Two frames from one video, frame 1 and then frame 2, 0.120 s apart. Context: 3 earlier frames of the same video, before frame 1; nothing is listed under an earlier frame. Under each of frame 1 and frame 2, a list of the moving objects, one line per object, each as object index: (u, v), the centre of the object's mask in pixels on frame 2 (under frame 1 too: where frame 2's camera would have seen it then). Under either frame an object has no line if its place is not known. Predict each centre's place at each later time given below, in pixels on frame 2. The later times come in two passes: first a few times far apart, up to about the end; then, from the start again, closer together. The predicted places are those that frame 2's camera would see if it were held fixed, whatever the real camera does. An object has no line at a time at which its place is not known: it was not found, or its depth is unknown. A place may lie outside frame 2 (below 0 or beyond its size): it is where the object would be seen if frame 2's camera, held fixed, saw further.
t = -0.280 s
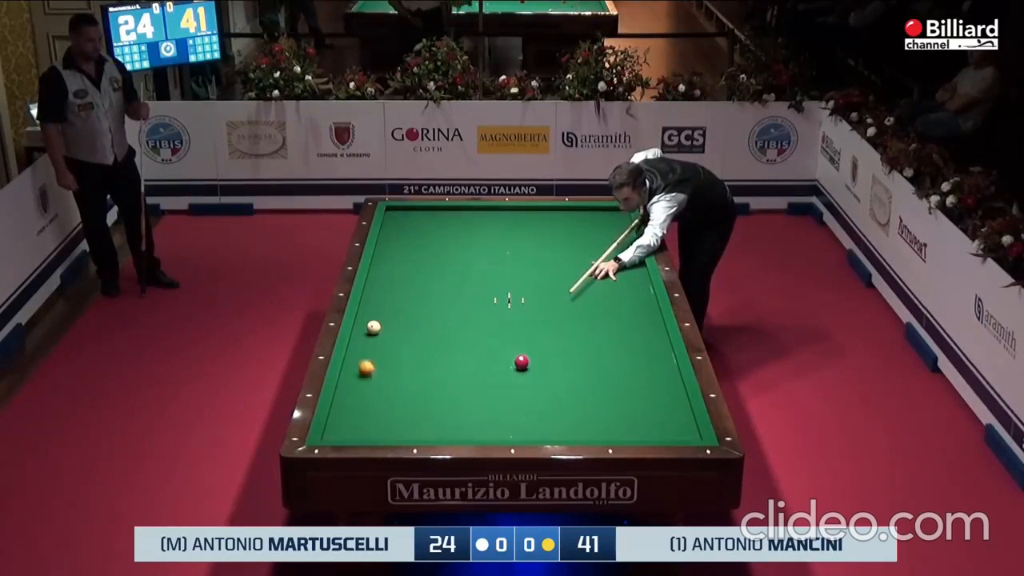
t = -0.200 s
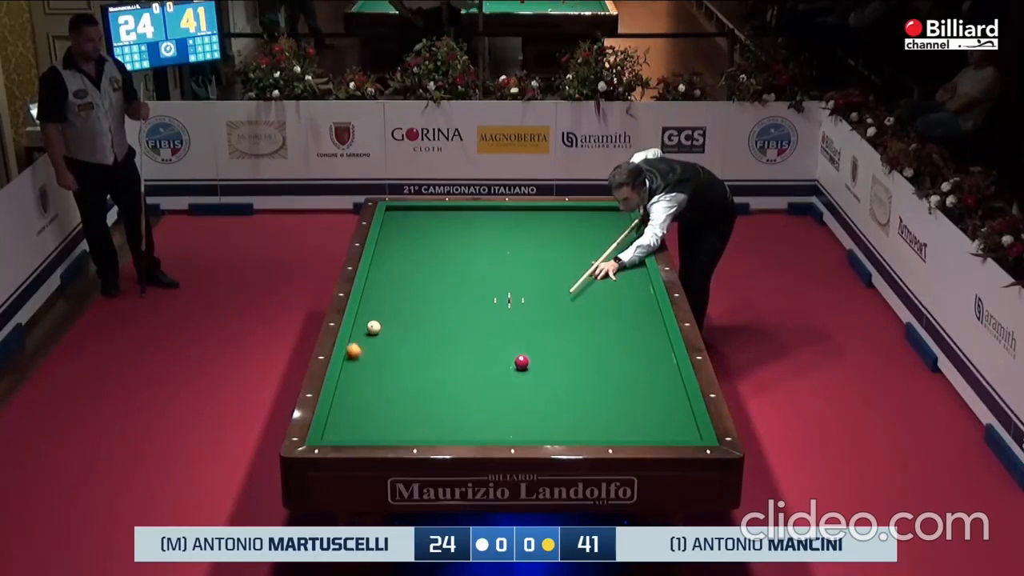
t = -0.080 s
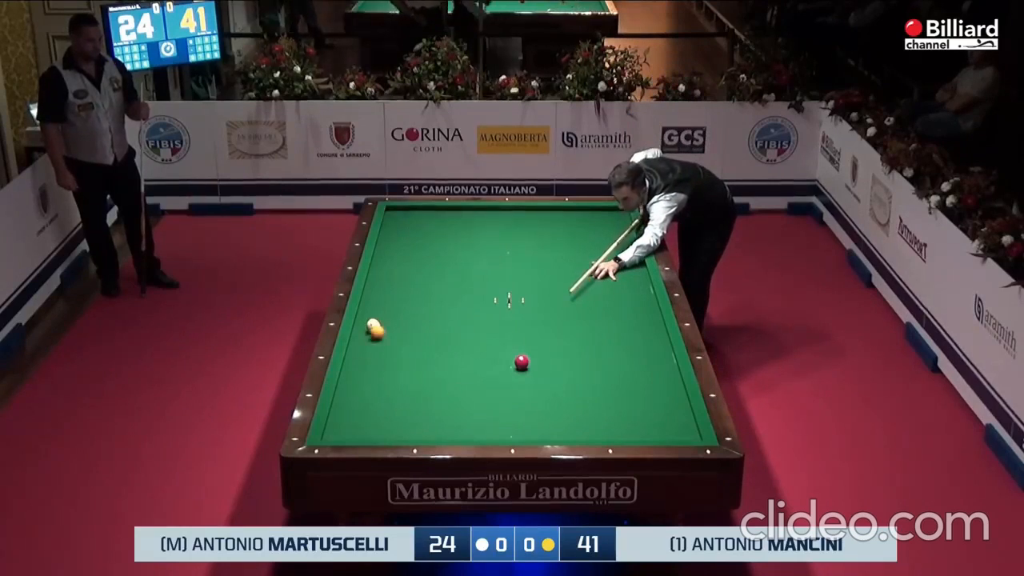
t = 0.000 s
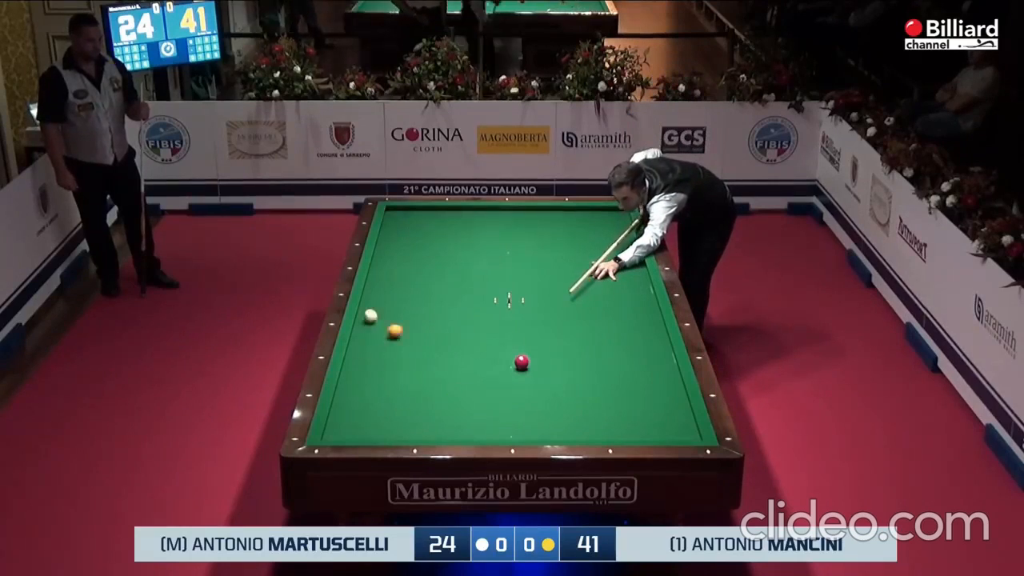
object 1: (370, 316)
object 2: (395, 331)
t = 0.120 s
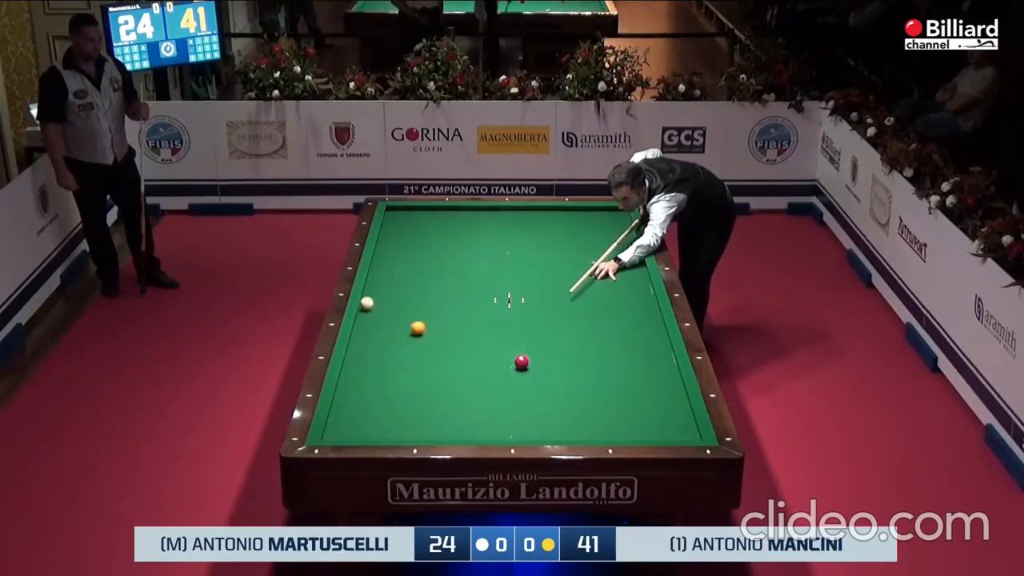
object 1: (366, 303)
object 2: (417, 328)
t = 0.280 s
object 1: (372, 291)
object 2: (443, 323)
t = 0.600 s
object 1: (385, 269)
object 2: (493, 314)
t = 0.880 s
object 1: (395, 253)
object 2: (535, 307)
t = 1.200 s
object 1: (406, 235)
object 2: (580, 299)
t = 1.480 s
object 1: (414, 221)
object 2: (617, 292)
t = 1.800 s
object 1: (423, 208)
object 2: (639, 287)
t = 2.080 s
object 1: (425, 216)
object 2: (620, 285)
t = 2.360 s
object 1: (427, 223)
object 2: (603, 282)
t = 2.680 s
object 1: (428, 232)
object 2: (584, 280)
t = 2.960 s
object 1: (430, 239)
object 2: (569, 278)
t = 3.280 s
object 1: (432, 247)
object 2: (553, 276)
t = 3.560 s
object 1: (434, 255)
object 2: (539, 275)
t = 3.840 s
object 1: (436, 262)
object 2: (526, 273)
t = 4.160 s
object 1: (438, 270)
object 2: (512, 271)
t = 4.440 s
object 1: (440, 278)
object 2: (500, 270)
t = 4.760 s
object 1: (442, 286)
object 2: (488, 268)
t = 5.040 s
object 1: (443, 293)
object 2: (478, 267)
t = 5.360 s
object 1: (446, 301)
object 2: (468, 266)
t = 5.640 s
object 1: (447, 308)
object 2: (459, 265)
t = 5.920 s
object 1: (449, 315)
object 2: (451, 263)
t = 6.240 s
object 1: (451, 323)
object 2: (443, 262)
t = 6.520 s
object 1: (453, 329)
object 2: (436, 262)
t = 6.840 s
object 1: (456, 337)
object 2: (430, 261)
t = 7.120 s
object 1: (458, 343)
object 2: (425, 260)
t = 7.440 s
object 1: (460, 350)
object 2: (420, 259)
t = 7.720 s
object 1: (462, 356)
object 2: (416, 259)
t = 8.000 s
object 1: (464, 361)
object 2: (414, 258)
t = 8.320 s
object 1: (466, 367)
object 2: (411, 258)
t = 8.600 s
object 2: (409, 258)
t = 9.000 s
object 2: (406, 257)
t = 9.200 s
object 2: (408, 258)
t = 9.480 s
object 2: (408, 258)
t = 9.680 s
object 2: (408, 258)
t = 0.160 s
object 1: (366, 300)
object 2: (424, 327)
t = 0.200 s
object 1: (368, 297)
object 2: (430, 326)
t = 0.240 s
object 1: (371, 294)
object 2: (437, 325)
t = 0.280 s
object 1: (372, 291)
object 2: (443, 323)
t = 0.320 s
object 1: (374, 288)
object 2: (450, 322)
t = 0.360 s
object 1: (375, 286)
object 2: (456, 321)
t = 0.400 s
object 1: (377, 283)
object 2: (462, 320)
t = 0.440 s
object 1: (379, 280)
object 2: (469, 319)
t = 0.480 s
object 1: (380, 277)
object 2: (475, 317)
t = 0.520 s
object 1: (382, 275)
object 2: (481, 316)
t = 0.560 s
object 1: (384, 272)
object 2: (487, 315)
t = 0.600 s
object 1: (385, 269)
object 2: (493, 314)
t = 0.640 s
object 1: (387, 267)
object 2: (499, 313)
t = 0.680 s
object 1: (388, 265)
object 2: (505, 312)
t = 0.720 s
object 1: (390, 262)
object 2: (511, 311)
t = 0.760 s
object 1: (391, 260)
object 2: (518, 310)
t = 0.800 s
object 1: (393, 257)
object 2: (523, 309)
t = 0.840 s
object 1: (394, 255)
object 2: (529, 308)
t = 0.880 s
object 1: (395, 253)
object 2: (535, 307)
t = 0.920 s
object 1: (397, 250)
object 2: (541, 306)
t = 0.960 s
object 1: (398, 248)
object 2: (546, 305)
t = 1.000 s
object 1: (400, 246)
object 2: (552, 304)
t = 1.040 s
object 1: (401, 244)
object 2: (558, 303)
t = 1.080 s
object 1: (402, 242)
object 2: (563, 302)
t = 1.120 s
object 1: (404, 239)
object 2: (569, 301)
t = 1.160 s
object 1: (405, 237)
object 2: (575, 300)
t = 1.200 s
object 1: (406, 235)
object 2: (580, 299)
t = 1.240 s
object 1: (407, 233)
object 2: (585, 298)
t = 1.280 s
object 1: (408, 231)
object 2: (591, 297)
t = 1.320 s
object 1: (410, 229)
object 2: (597, 296)
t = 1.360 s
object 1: (411, 227)
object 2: (602, 295)
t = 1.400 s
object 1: (412, 225)
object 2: (607, 294)
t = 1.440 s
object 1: (413, 223)
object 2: (612, 293)
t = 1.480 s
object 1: (414, 221)
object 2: (617, 292)
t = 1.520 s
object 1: (416, 219)
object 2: (623, 291)
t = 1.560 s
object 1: (417, 218)
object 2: (628, 291)
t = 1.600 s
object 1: (418, 216)
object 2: (633, 290)
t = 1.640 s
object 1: (419, 214)
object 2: (638, 289)
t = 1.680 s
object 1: (420, 212)
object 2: (643, 288)
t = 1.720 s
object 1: (421, 210)
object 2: (647, 287)
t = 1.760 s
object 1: (422, 208)
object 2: (643, 287)
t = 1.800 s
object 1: (423, 208)
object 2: (639, 287)
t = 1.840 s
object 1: (423, 209)
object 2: (635, 286)
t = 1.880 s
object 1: (423, 211)
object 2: (632, 286)
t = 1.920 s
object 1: (423, 212)
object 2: (630, 286)
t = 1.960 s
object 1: (424, 213)
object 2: (627, 285)
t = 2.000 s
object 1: (424, 214)
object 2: (625, 285)
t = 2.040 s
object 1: (424, 215)
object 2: (622, 285)
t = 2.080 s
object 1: (425, 216)
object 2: (620, 285)
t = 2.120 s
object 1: (425, 217)
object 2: (618, 284)
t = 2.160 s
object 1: (425, 218)
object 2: (615, 284)
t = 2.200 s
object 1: (426, 219)
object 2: (612, 284)
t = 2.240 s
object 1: (426, 220)
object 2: (610, 283)
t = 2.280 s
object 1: (426, 221)
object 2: (608, 283)
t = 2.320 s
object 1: (426, 222)
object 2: (605, 283)
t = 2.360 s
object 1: (427, 223)
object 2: (603, 282)
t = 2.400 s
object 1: (427, 224)
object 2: (601, 282)
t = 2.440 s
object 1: (427, 225)
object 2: (598, 282)
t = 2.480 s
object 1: (427, 226)
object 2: (596, 281)
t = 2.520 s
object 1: (428, 227)
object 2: (594, 281)
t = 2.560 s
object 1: (428, 228)
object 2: (591, 281)
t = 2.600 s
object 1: (428, 230)
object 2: (589, 281)
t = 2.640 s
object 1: (428, 231)
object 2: (587, 280)
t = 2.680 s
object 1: (428, 232)
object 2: (584, 280)
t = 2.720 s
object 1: (429, 233)
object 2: (582, 280)
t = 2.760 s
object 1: (429, 234)
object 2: (580, 279)
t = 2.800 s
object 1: (429, 235)
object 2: (578, 279)
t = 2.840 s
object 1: (430, 236)
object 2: (575, 279)
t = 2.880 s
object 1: (430, 237)
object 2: (573, 278)
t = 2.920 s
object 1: (430, 238)
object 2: (571, 278)
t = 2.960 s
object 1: (430, 239)
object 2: (569, 278)
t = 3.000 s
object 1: (431, 240)
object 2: (567, 278)
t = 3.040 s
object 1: (431, 241)
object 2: (565, 277)
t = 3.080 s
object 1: (431, 242)
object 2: (563, 277)
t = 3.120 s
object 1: (431, 243)
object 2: (561, 277)
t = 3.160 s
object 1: (431, 244)
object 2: (559, 277)
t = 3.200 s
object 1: (432, 245)
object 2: (556, 277)
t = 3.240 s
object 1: (432, 246)
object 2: (554, 276)
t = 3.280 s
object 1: (432, 247)
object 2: (553, 276)
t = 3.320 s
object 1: (433, 249)
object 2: (551, 276)
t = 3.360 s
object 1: (433, 250)
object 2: (549, 276)
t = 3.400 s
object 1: (433, 251)
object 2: (547, 275)
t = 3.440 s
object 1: (433, 252)
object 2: (545, 275)
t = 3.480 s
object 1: (434, 253)
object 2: (543, 275)
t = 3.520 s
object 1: (434, 254)
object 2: (541, 275)
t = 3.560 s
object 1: (434, 255)
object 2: (539, 275)
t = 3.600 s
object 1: (434, 256)
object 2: (537, 274)
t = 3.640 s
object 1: (435, 257)
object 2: (535, 274)
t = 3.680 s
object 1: (435, 258)
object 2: (533, 274)
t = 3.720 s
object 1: (435, 259)
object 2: (532, 274)
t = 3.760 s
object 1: (435, 260)
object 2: (529, 273)
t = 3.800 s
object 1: (436, 261)
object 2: (528, 273)
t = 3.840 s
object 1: (436, 262)
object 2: (526, 273)
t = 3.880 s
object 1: (436, 263)
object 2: (524, 273)
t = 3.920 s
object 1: (436, 264)
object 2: (522, 272)
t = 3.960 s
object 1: (437, 265)
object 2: (521, 272)
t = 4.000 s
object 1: (437, 266)
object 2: (519, 272)
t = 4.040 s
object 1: (437, 267)
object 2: (517, 272)
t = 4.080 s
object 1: (437, 268)
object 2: (515, 272)
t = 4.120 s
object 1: (438, 269)
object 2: (514, 272)
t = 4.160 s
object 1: (438, 270)
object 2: (512, 271)
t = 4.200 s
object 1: (438, 271)
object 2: (510, 271)
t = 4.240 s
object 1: (438, 272)
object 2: (509, 271)
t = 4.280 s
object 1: (439, 274)
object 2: (507, 271)
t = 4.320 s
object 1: (439, 275)
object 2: (505, 271)
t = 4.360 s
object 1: (439, 276)
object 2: (503, 270)
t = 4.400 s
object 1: (440, 277)
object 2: (502, 270)
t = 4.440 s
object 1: (440, 278)
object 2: (500, 270)
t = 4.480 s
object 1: (440, 279)
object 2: (499, 270)
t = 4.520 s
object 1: (440, 280)
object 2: (497, 270)
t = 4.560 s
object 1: (440, 281)
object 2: (496, 269)
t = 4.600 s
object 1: (441, 282)
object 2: (494, 269)
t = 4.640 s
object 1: (441, 283)
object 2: (493, 269)
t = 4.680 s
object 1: (441, 284)
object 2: (491, 269)
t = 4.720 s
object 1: (441, 285)
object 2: (489, 268)
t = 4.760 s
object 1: (442, 286)
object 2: (488, 268)
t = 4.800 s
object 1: (442, 287)
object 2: (487, 268)
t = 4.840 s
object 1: (442, 288)
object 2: (485, 268)
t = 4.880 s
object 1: (442, 289)
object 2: (484, 268)
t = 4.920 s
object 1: (443, 290)
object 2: (482, 268)
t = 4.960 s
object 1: (443, 291)
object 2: (481, 267)
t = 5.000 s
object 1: (443, 292)
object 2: (480, 267)
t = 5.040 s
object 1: (443, 293)
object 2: (478, 267)
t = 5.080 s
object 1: (444, 294)
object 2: (477, 267)
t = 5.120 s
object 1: (444, 295)
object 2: (476, 267)
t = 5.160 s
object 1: (444, 296)
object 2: (474, 267)
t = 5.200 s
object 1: (444, 297)
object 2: (473, 266)
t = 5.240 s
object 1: (445, 298)
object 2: (471, 266)
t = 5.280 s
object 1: (445, 299)
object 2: (470, 266)
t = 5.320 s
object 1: (445, 300)
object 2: (469, 266)
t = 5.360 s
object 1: (446, 301)
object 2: (468, 266)
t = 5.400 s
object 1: (446, 302)
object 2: (466, 266)
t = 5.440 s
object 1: (446, 303)
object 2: (465, 265)
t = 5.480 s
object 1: (447, 304)
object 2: (464, 265)
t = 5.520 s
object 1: (447, 305)
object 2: (463, 265)
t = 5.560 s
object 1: (447, 306)
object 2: (461, 265)
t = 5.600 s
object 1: (447, 307)
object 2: (460, 265)
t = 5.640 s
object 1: (447, 308)
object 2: (459, 265)
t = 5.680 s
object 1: (448, 309)
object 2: (458, 264)
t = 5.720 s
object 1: (448, 310)
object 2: (457, 264)
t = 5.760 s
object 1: (448, 311)
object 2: (456, 264)
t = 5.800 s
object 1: (448, 312)
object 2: (454, 264)
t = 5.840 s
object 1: (449, 313)
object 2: (454, 264)
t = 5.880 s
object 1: (449, 314)
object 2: (452, 264)
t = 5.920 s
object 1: (449, 315)
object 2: (451, 263)
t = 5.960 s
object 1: (449, 316)
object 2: (450, 263)
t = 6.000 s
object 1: (450, 317)
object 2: (449, 263)
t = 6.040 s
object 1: (450, 318)
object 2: (448, 263)
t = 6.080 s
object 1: (450, 319)
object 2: (447, 263)
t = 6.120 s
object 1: (451, 320)
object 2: (446, 263)
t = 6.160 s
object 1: (451, 320)
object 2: (445, 262)
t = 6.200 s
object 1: (451, 322)
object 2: (444, 263)
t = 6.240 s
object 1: (451, 323)
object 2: (443, 262)
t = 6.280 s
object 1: (452, 323)
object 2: (442, 262)
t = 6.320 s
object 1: (452, 324)
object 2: (441, 262)
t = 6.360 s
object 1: (452, 326)
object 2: (440, 262)
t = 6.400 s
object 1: (453, 327)
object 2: (439, 262)
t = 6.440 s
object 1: (453, 327)
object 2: (438, 262)
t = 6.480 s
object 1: (453, 328)
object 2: (437, 262)
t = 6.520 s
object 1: (453, 329)
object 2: (436, 262)
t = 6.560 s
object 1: (453, 330)
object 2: (436, 262)
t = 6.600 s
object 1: (454, 331)
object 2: (435, 261)
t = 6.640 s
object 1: (454, 332)
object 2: (434, 261)
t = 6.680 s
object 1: (454, 333)
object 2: (433, 261)
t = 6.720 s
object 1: (455, 334)
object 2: (432, 261)
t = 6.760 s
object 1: (455, 335)
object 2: (432, 261)
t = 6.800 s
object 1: (455, 336)
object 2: (431, 261)
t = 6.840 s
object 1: (456, 337)
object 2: (430, 261)
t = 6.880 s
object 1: (456, 337)
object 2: (429, 261)
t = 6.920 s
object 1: (456, 338)
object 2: (429, 261)
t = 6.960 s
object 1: (456, 339)
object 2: (428, 260)
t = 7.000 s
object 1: (457, 340)
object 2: (427, 260)
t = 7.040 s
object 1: (457, 341)
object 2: (426, 260)
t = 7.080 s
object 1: (457, 342)
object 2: (426, 260)
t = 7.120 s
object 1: (458, 343)
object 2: (425, 260)
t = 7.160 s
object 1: (458, 344)
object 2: (425, 260)
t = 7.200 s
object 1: (458, 345)
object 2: (424, 260)
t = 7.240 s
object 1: (458, 345)
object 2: (423, 260)
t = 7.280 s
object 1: (459, 346)
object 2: (423, 260)
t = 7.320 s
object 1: (459, 347)
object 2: (422, 260)
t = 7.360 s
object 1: (459, 348)
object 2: (421, 259)
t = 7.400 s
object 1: (460, 349)
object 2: (421, 259)
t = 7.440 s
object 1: (460, 350)
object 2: (420, 259)
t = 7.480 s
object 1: (460, 351)
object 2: (419, 259)
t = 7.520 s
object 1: (461, 351)
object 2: (419, 259)
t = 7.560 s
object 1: (461, 352)
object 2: (418, 259)
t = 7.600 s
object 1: (461, 353)
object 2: (418, 259)
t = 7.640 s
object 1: (461, 354)
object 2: (418, 259)
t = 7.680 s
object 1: (462, 354)
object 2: (417, 259)
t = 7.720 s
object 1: (462, 356)
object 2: (416, 259)
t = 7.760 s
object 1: (462, 356)
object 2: (416, 259)
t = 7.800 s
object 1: (462, 357)
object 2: (416, 259)
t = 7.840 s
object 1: (463, 358)
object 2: (415, 259)
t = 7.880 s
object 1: (463, 359)
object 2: (415, 259)
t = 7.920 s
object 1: (463, 359)
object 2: (414, 258)
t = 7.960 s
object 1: (463, 360)
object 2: (414, 258)
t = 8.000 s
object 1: (464, 361)
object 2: (414, 258)
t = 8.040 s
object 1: (464, 362)
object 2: (413, 258)
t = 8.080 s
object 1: (464, 363)
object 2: (413, 258)
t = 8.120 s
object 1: (465, 363)
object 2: (412, 258)
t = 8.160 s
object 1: (465, 364)
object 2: (412, 258)
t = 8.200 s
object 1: (465, 365)
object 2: (412, 258)
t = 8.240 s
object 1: (465, 365)
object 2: (412, 258)
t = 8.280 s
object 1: (466, 366)
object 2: (411, 258)
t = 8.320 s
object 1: (466, 367)
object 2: (411, 258)
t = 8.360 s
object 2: (411, 258)
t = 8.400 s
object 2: (410, 258)
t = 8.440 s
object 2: (410, 258)
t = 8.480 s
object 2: (410, 258)
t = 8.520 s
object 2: (410, 258)
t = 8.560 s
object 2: (410, 258)
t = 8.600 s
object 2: (409, 258)
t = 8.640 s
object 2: (412, 258)
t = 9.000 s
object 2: (406, 257)
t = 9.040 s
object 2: (408, 257)
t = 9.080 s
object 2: (408, 258)
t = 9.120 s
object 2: (408, 258)
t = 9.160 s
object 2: (408, 258)
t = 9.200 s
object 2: (408, 258)
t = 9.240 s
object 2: (408, 258)
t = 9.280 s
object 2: (408, 258)
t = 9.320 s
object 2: (408, 258)
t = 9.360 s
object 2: (408, 258)
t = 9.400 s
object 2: (408, 258)
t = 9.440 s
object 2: (408, 258)
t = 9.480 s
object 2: (408, 258)
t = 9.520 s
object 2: (408, 258)
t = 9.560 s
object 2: (408, 258)
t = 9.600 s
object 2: (408, 258)
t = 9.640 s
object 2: (408, 258)
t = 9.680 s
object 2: (408, 258)
